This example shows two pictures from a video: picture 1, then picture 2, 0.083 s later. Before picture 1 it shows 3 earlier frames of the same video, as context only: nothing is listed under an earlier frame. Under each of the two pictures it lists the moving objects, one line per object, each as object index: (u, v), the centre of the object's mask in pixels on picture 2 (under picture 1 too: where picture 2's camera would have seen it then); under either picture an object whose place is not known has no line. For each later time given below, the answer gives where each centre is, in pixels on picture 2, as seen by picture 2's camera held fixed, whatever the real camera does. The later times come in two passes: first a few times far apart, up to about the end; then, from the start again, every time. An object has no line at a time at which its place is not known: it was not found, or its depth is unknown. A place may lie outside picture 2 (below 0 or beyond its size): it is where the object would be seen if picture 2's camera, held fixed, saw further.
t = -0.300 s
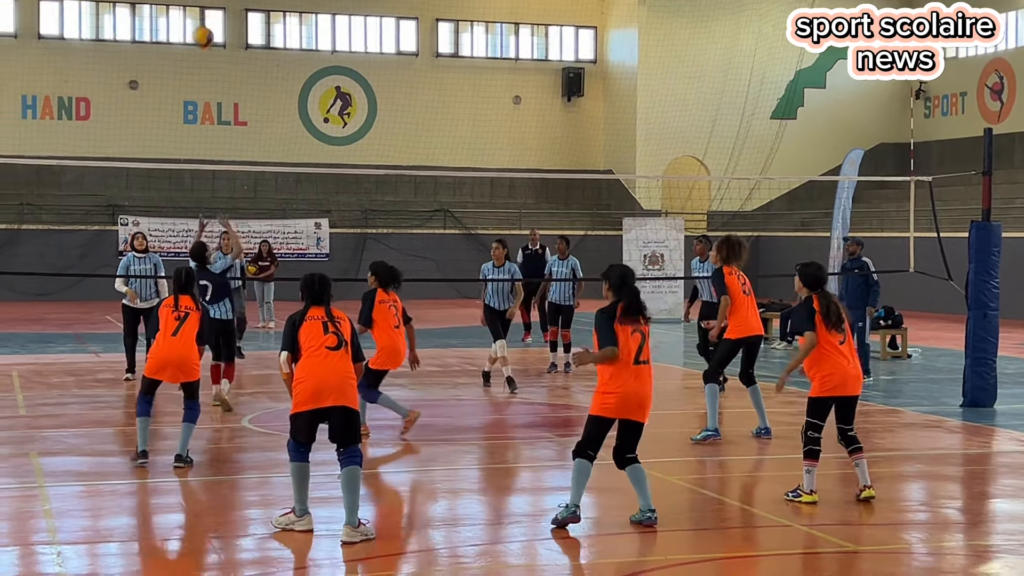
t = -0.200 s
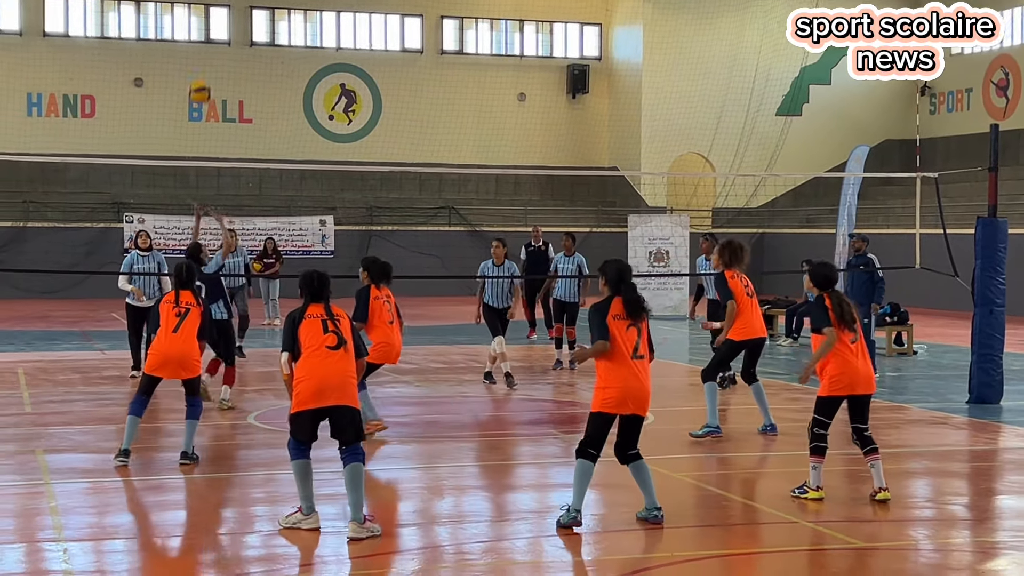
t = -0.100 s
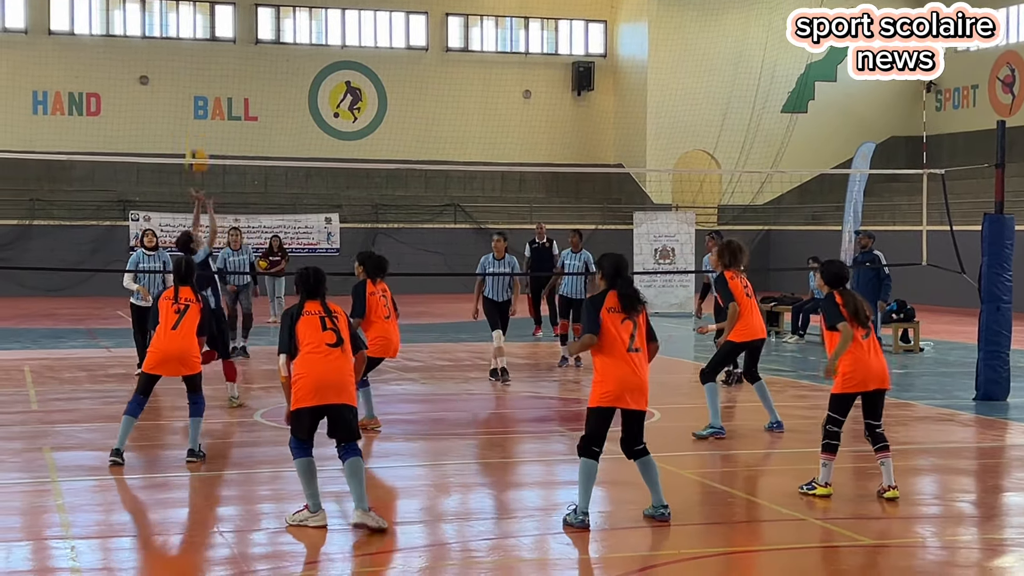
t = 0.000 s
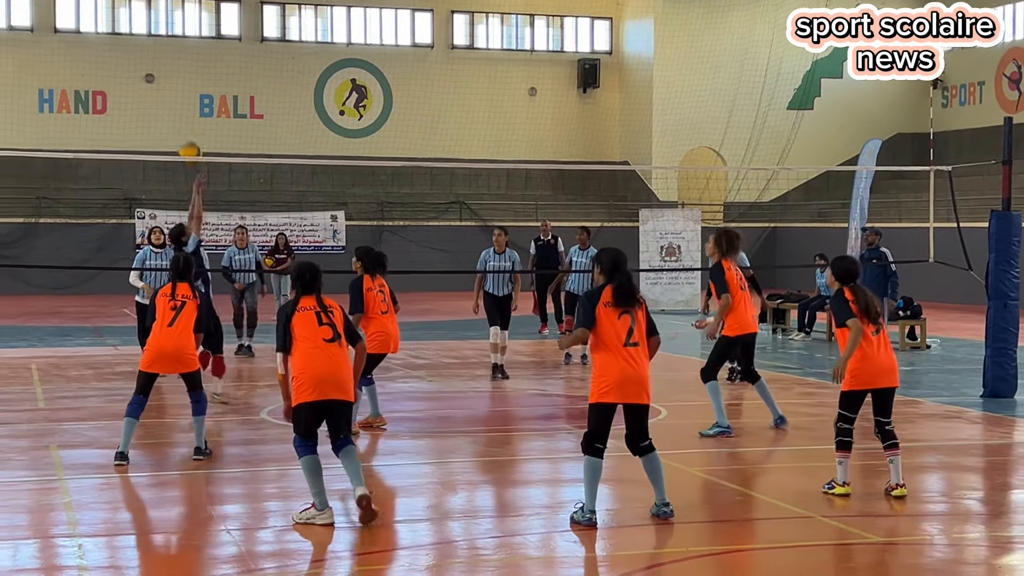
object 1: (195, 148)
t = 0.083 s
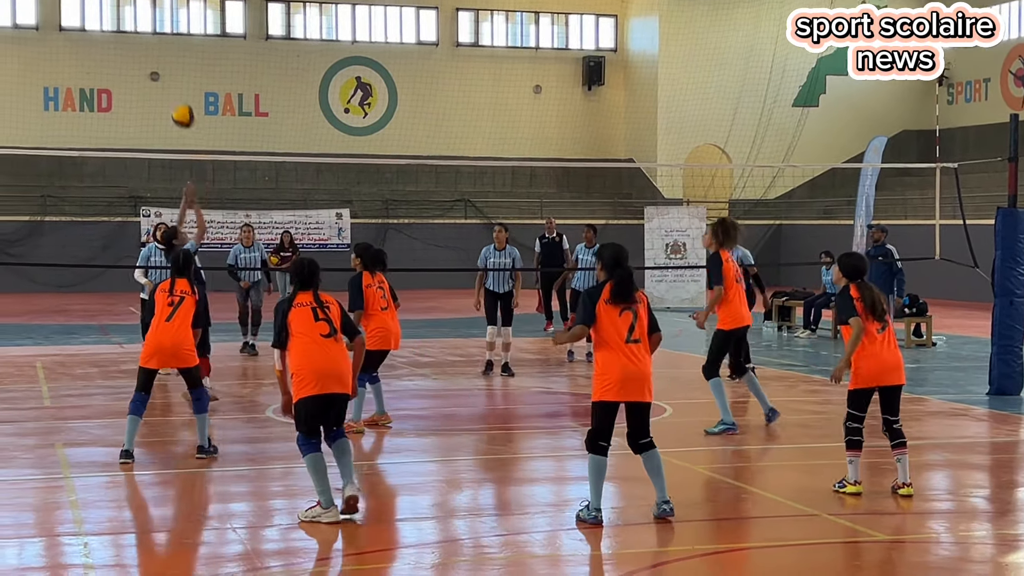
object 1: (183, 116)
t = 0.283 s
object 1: (156, 64)
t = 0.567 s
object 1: (109, 64)
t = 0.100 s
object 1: (181, 109)
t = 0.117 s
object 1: (179, 104)
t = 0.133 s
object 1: (176, 99)
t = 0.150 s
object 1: (172, 90)
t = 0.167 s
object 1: (170, 84)
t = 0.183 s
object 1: (170, 84)
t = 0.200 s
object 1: (167, 80)
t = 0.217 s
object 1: (165, 76)
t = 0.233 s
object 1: (163, 72)
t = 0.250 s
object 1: (160, 69)
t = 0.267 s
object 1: (158, 66)
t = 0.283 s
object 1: (156, 64)
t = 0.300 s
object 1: (153, 61)
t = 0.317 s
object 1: (151, 59)
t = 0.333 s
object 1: (148, 56)
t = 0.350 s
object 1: (146, 55)
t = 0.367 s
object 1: (143, 53)
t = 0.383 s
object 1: (140, 52)
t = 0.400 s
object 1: (137, 52)
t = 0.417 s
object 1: (135, 51)
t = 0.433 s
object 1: (131, 49)
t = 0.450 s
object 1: (128, 49)
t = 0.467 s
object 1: (124, 50)
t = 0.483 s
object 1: (124, 53)
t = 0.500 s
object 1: (121, 55)
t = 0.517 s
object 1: (118, 57)
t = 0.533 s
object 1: (115, 59)
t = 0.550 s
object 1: (112, 61)
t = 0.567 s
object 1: (109, 64)
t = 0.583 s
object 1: (107, 67)
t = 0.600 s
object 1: (103, 71)
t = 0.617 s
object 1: (101, 74)
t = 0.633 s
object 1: (97, 79)
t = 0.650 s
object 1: (94, 84)
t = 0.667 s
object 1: (91, 88)
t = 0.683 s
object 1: (88, 93)
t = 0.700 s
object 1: (84, 99)
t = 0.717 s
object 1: (81, 105)
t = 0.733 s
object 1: (79, 112)
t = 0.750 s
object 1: (75, 119)
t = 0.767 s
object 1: (72, 126)
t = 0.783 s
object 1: (69, 133)
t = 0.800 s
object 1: (71, 140)
